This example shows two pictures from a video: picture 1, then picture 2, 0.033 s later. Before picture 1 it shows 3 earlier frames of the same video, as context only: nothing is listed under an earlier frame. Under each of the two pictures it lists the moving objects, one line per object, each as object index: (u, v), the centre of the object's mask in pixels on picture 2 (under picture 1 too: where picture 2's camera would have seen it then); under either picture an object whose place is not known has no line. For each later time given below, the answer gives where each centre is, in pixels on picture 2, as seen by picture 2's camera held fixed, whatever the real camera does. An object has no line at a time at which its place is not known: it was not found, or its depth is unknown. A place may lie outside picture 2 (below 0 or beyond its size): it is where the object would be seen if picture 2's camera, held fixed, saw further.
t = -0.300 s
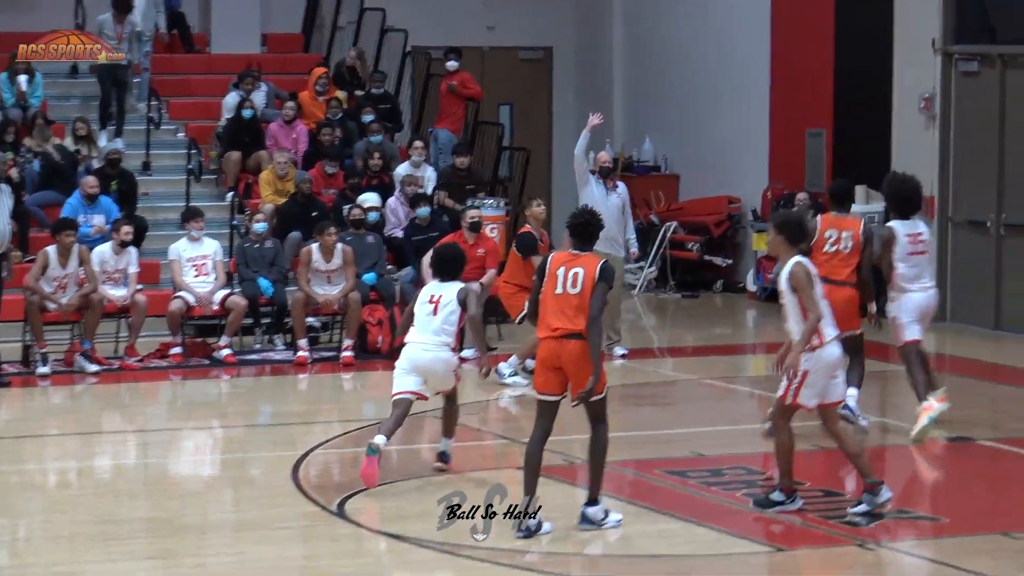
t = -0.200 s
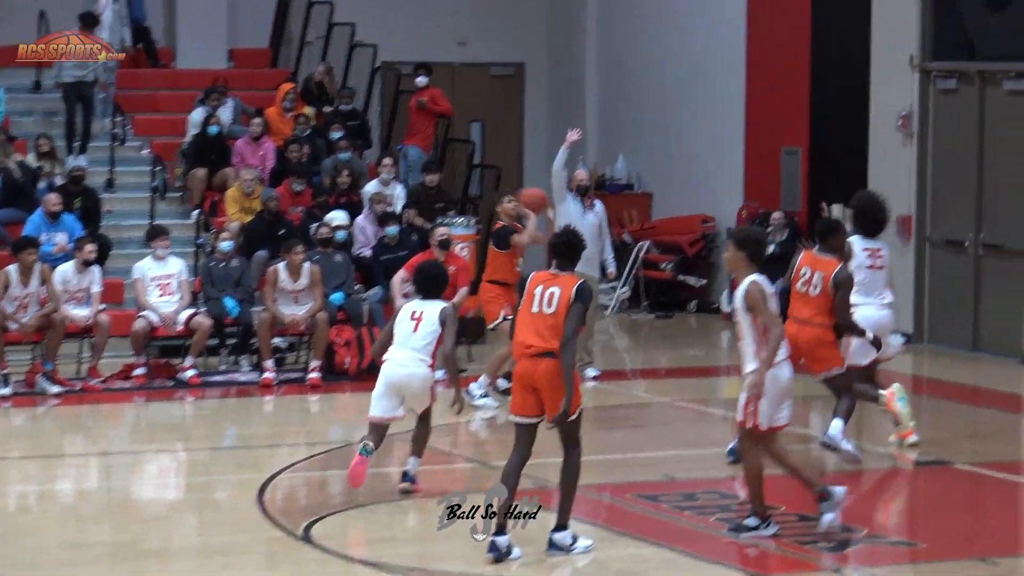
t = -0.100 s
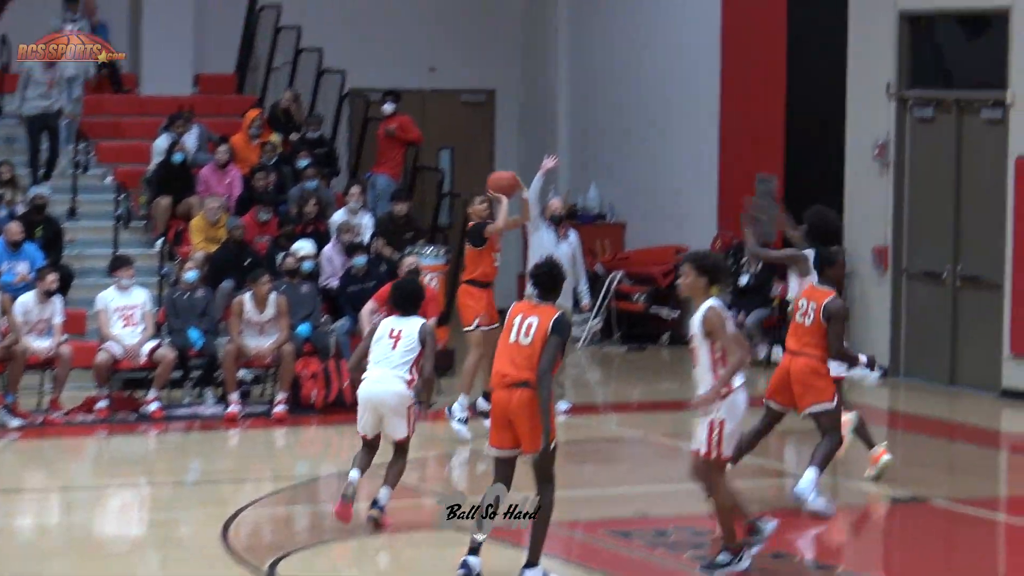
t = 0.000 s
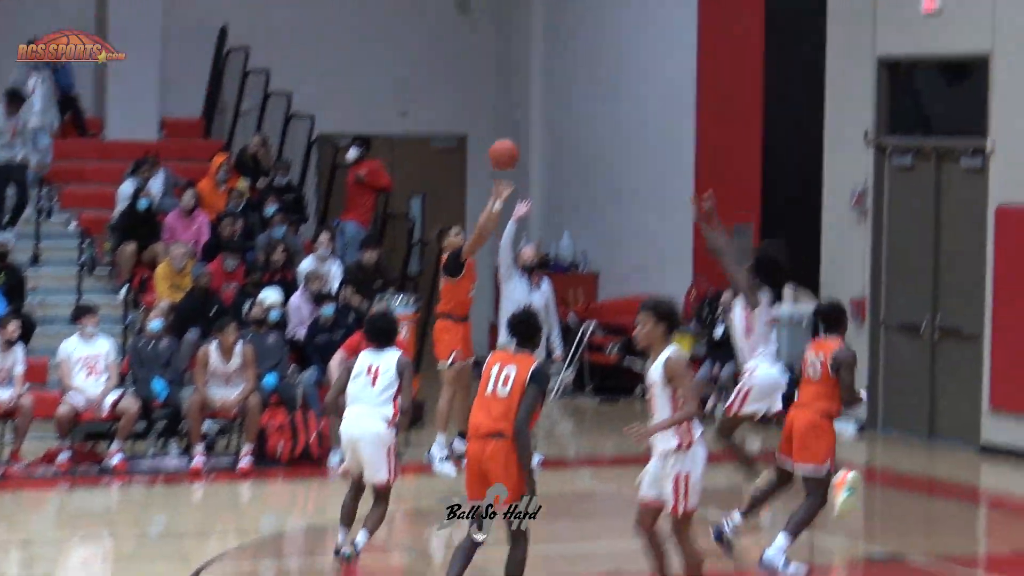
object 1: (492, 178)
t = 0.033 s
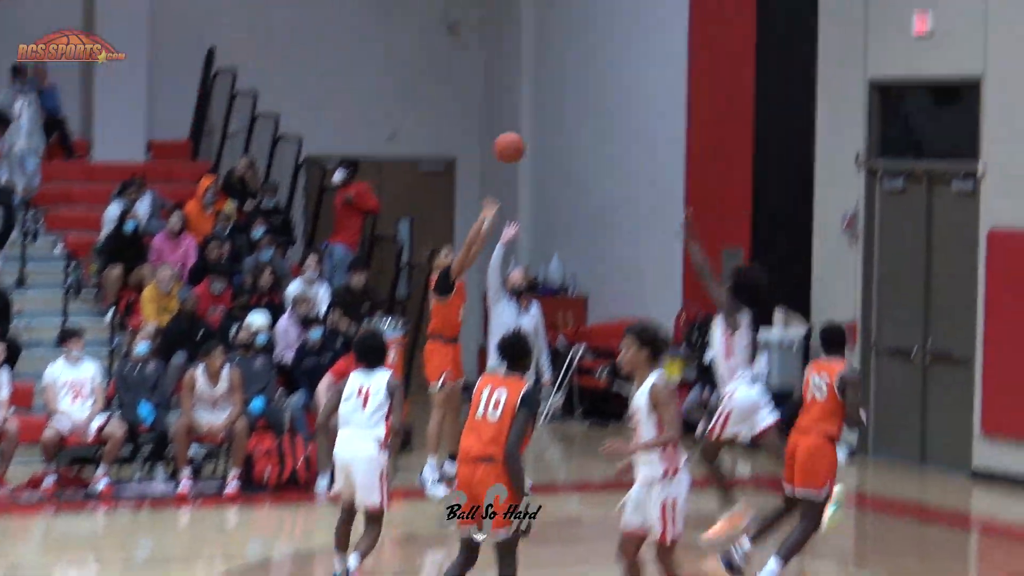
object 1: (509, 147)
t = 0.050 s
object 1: (517, 134)
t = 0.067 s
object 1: (524, 120)
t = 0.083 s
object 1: (532, 107)
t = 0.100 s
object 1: (539, 94)
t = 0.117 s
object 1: (548, 81)
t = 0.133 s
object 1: (555, 69)
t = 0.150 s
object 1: (562, 57)
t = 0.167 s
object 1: (570, 45)
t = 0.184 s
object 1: (578, 34)
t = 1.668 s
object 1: (1174, -21)
